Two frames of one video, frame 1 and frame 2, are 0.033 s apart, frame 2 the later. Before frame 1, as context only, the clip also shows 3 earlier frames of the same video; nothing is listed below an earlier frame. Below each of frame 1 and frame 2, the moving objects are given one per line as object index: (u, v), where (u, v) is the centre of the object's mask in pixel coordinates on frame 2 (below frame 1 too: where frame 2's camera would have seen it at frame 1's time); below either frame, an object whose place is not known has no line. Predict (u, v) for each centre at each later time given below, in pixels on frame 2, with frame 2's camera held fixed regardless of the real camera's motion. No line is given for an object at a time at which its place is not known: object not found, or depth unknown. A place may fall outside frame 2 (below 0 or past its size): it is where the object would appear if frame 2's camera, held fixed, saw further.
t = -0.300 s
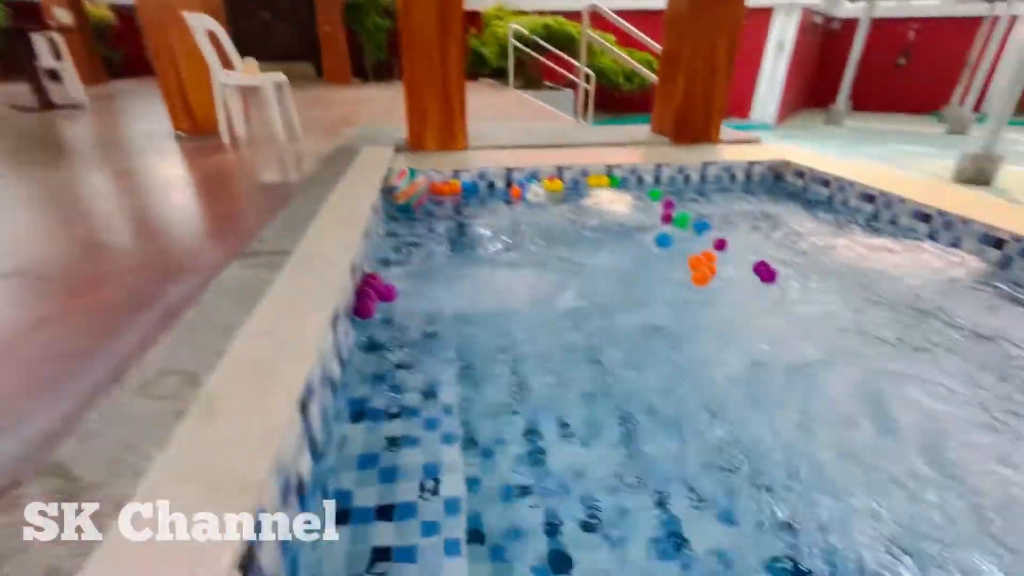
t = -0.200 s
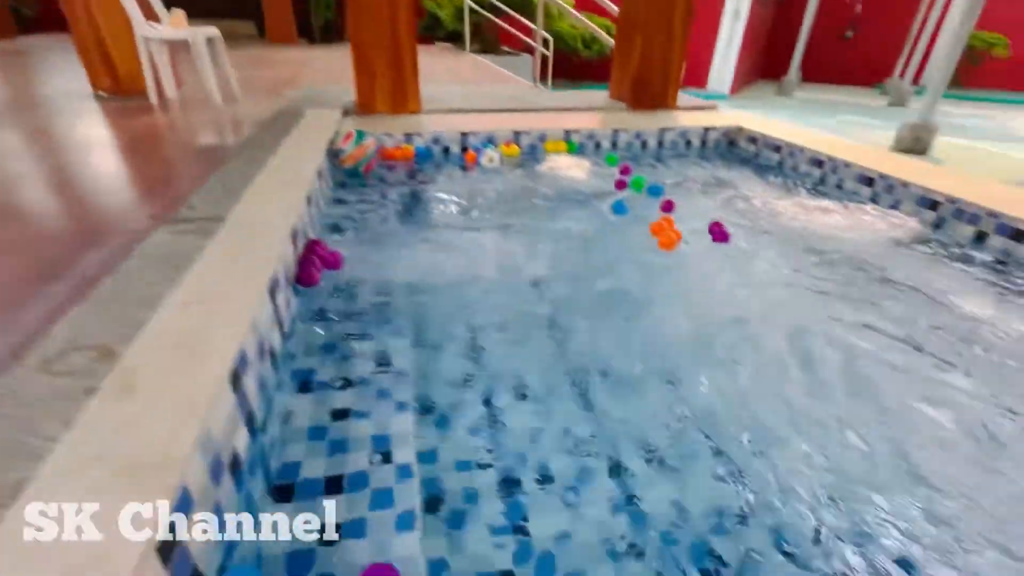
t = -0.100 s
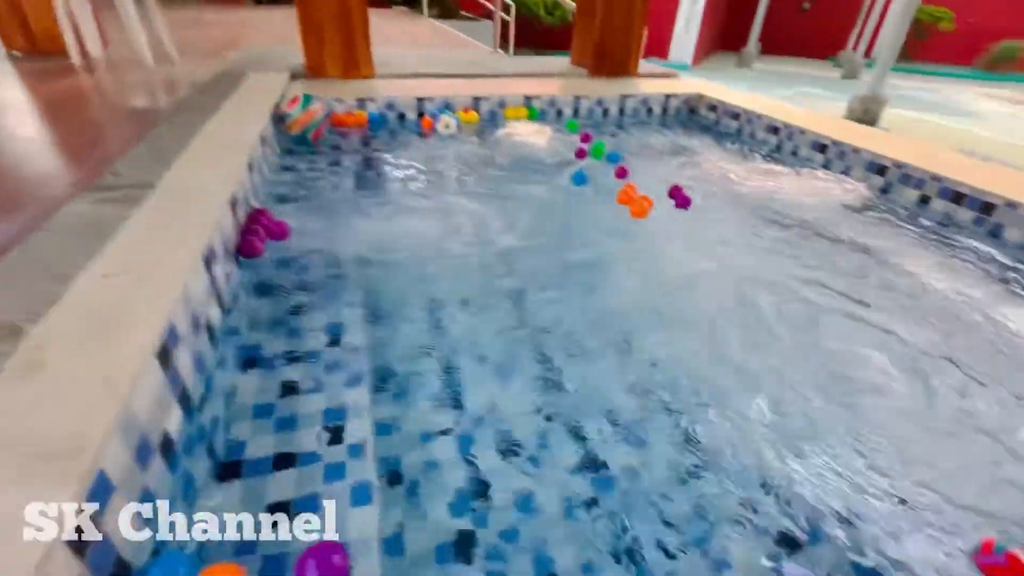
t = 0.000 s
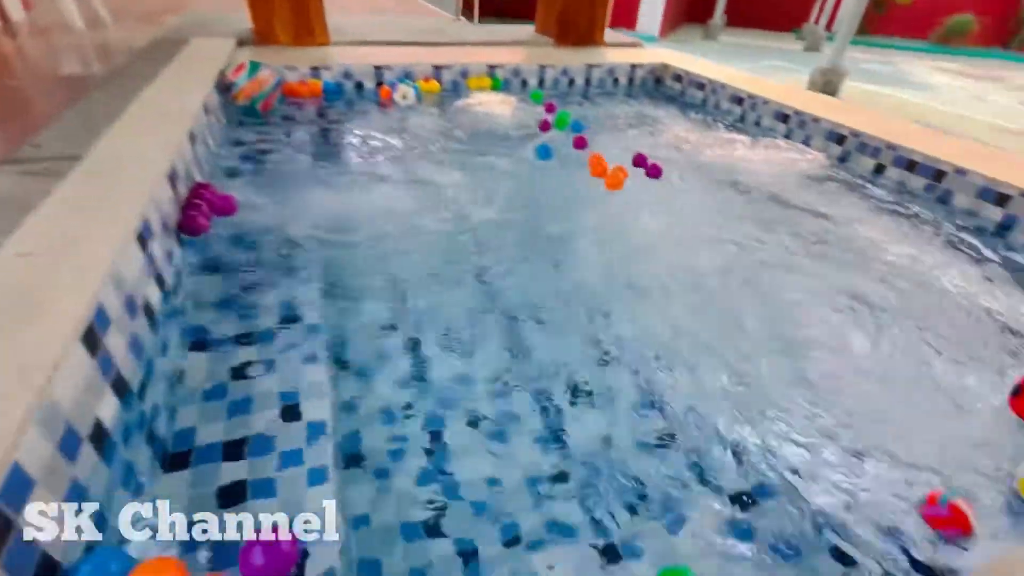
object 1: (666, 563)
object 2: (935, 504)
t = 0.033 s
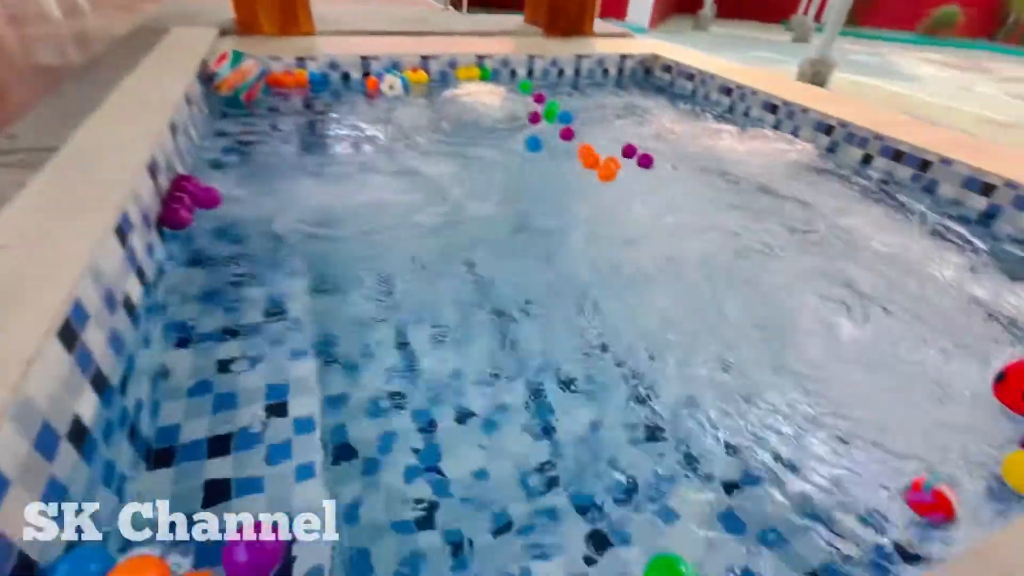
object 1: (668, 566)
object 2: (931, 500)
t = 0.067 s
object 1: (670, 570)
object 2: (928, 499)
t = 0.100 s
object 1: (672, 572)
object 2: (925, 496)
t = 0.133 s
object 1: (674, 572)
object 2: (923, 494)
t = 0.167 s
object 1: (675, 568)
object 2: (921, 492)
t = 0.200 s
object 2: (919, 490)
